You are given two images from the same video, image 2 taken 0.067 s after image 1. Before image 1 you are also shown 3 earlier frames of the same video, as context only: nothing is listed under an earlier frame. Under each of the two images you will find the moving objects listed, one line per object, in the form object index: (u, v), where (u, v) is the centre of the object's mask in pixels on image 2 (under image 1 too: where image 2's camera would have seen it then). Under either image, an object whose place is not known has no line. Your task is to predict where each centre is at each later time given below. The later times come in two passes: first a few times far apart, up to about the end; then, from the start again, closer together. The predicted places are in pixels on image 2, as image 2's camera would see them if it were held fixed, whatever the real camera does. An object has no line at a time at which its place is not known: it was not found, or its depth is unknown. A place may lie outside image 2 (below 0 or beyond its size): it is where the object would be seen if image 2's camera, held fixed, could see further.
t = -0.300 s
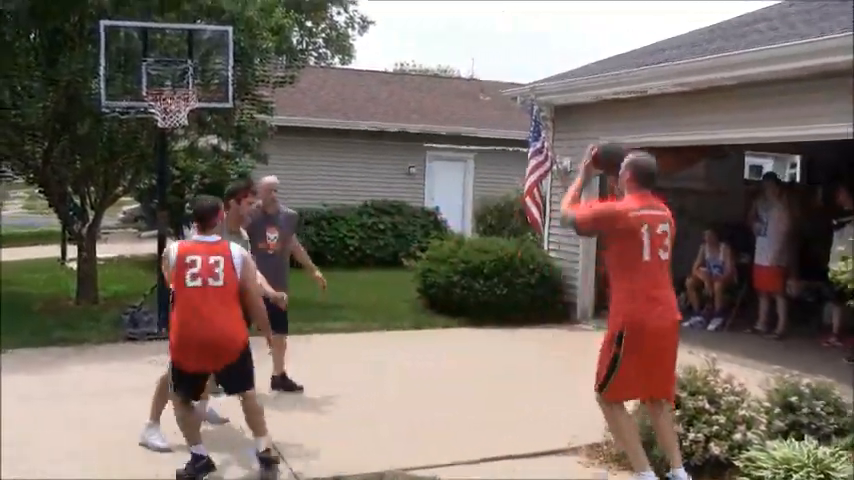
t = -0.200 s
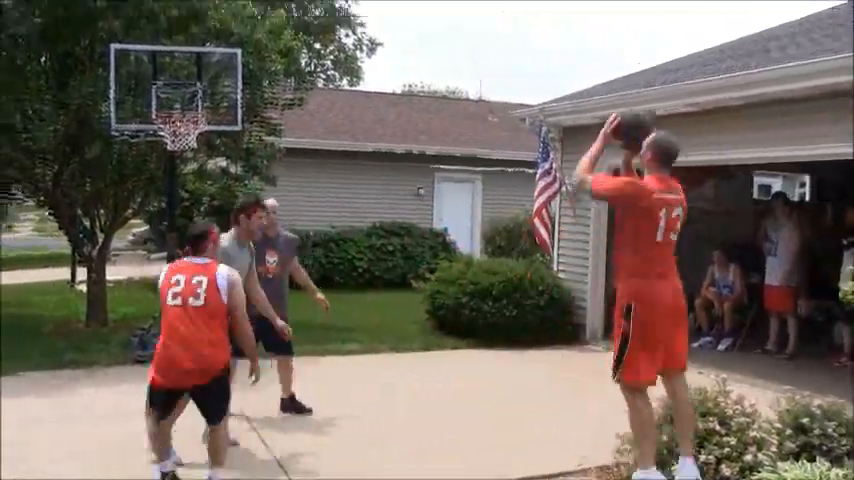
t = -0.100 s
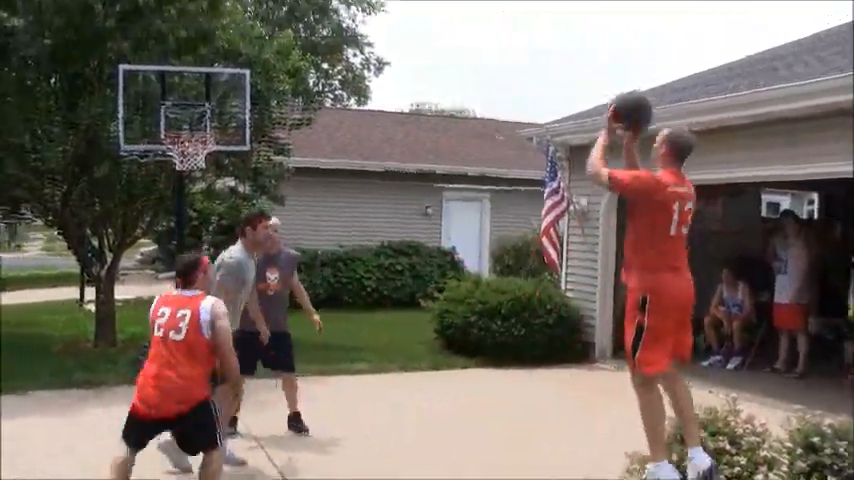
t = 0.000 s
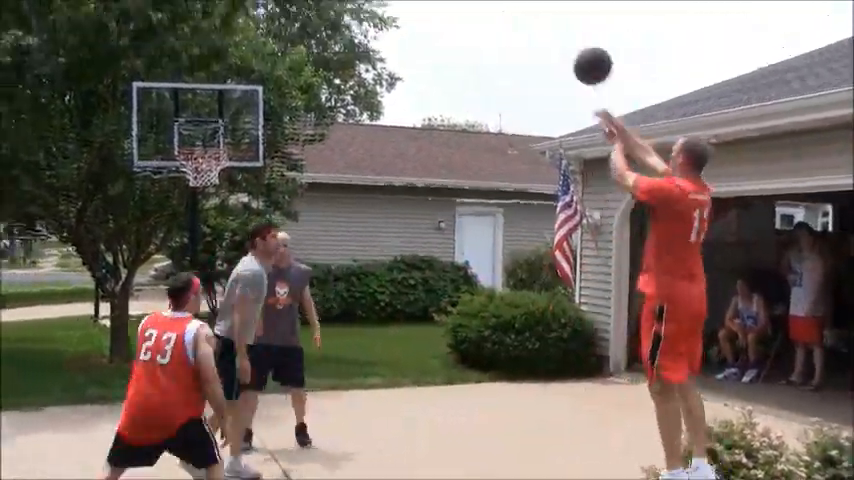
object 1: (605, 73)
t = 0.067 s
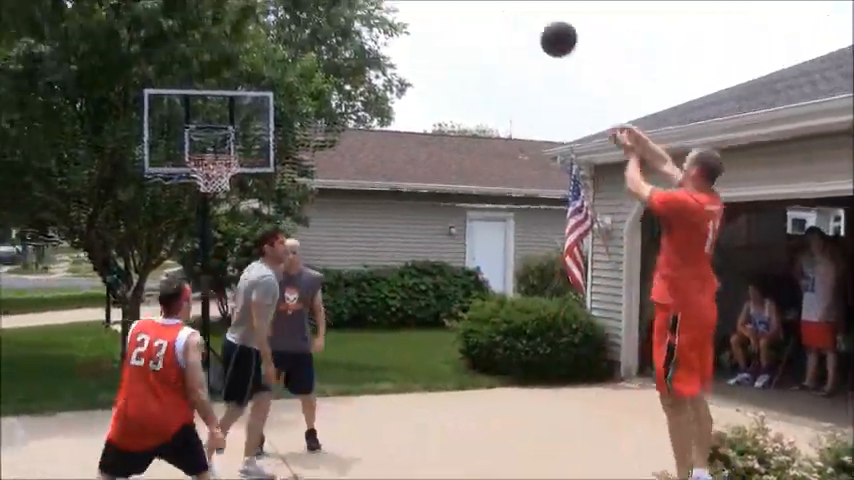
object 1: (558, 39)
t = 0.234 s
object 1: (461, -2)
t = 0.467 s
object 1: (362, 5)
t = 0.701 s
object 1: (283, 67)
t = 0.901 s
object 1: (225, 146)
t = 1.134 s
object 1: (234, 125)
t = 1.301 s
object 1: (241, 139)
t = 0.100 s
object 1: (537, 26)
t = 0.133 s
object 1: (517, 15)
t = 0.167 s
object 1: (497, 7)
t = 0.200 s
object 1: (479, 2)
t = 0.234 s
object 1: (461, -2)
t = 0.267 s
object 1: (444, -5)
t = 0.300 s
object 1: (429, -7)
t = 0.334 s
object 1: (414, -7)
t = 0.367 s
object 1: (398, -6)
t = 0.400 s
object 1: (385, -5)
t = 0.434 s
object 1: (371, -1)
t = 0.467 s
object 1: (362, 5)
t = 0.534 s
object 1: (339, 17)
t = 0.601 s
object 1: (314, 34)
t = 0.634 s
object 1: (303, 44)
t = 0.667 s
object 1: (293, 54)
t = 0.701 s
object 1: (283, 67)
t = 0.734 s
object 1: (269, 79)
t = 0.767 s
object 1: (261, 91)
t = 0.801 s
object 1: (249, 107)
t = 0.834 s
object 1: (244, 122)
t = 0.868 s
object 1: (234, 134)
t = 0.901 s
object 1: (225, 146)
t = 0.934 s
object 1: (226, 145)
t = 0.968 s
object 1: (226, 141)
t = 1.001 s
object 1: (228, 137)
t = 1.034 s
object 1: (231, 131)
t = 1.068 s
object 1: (231, 128)
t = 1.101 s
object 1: (233, 126)
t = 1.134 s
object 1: (234, 125)
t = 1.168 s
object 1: (236, 126)
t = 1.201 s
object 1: (237, 128)
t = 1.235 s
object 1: (238, 130)
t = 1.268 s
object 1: (240, 134)
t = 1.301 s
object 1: (241, 139)
